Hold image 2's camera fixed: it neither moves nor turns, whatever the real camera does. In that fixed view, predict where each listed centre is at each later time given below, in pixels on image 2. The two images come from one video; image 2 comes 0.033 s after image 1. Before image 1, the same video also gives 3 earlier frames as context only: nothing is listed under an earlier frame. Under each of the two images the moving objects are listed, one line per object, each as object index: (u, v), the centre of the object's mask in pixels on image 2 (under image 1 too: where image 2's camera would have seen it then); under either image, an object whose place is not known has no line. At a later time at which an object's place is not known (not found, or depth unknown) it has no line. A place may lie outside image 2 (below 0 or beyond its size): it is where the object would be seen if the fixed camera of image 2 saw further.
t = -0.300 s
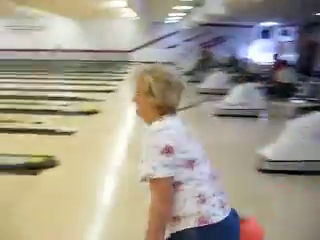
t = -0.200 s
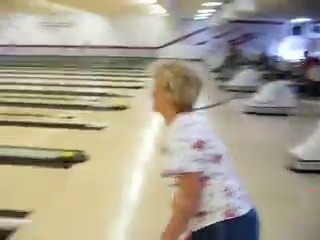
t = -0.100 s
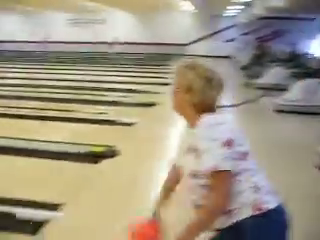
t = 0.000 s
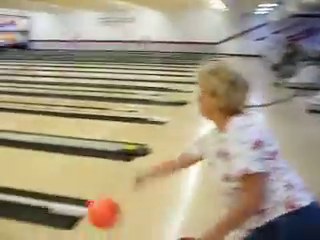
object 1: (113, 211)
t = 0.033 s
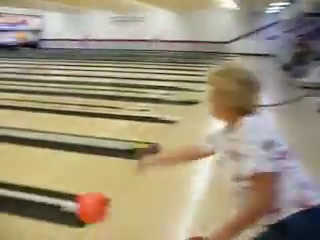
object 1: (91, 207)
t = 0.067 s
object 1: (71, 206)
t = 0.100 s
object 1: (52, 204)
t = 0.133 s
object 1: (34, 204)
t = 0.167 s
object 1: (16, 205)
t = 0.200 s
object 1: (0, 208)
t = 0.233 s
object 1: (-15, 211)
